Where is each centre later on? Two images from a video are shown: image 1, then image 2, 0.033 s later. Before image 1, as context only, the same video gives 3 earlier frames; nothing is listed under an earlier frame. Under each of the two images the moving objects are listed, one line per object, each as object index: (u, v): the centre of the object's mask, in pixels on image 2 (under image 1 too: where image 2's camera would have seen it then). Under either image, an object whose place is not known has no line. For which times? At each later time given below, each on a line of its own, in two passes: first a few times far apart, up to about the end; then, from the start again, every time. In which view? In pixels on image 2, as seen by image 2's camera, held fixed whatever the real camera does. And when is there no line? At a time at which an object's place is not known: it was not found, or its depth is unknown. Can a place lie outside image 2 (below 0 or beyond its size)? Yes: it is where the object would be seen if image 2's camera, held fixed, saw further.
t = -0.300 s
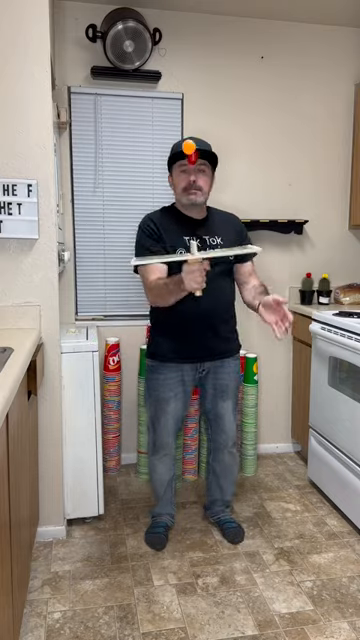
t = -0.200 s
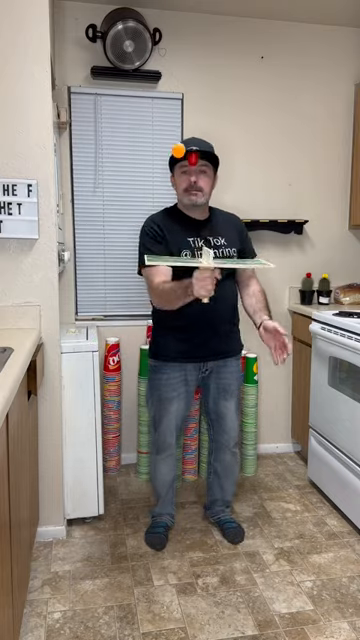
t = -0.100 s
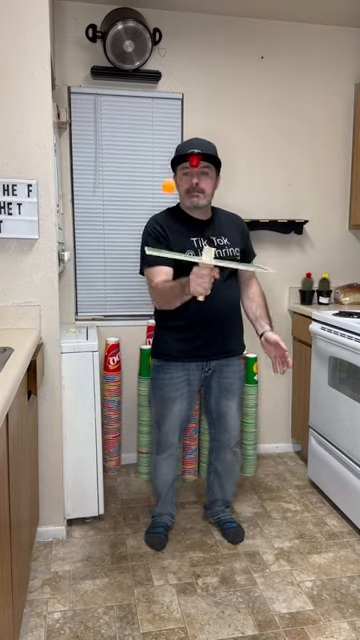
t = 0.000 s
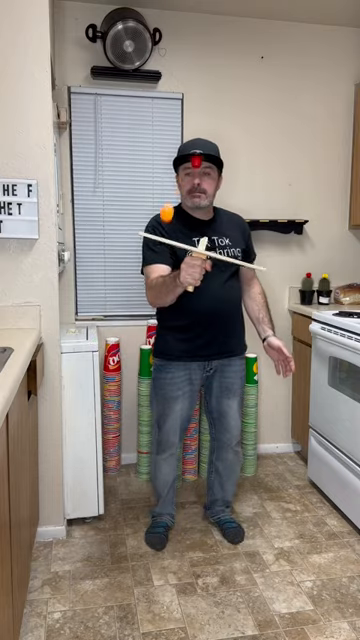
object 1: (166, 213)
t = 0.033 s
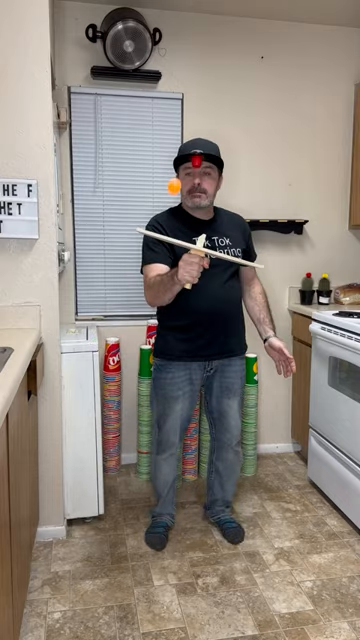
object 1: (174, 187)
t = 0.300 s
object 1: (234, 116)
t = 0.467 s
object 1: (268, 199)
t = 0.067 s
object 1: (181, 165)
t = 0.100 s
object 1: (189, 147)
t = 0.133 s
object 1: (196, 133)
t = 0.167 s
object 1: (204, 121)
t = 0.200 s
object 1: (211, 114)
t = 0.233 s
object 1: (219, 111)
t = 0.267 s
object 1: (226, 112)
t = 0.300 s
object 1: (234, 116)
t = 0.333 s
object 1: (241, 125)
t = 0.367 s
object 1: (249, 138)
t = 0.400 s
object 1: (255, 155)
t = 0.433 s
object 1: (262, 174)
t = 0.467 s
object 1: (268, 199)
